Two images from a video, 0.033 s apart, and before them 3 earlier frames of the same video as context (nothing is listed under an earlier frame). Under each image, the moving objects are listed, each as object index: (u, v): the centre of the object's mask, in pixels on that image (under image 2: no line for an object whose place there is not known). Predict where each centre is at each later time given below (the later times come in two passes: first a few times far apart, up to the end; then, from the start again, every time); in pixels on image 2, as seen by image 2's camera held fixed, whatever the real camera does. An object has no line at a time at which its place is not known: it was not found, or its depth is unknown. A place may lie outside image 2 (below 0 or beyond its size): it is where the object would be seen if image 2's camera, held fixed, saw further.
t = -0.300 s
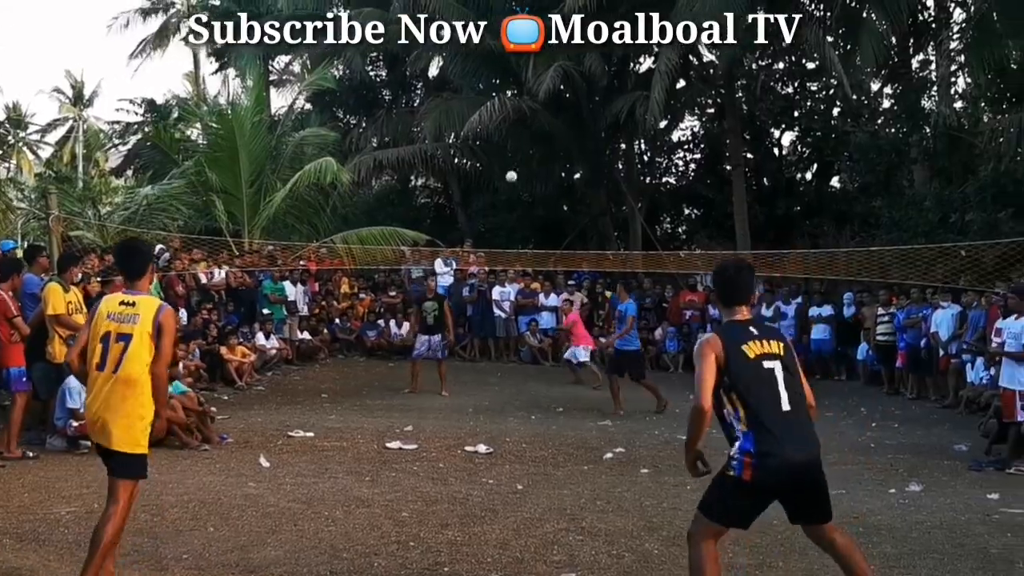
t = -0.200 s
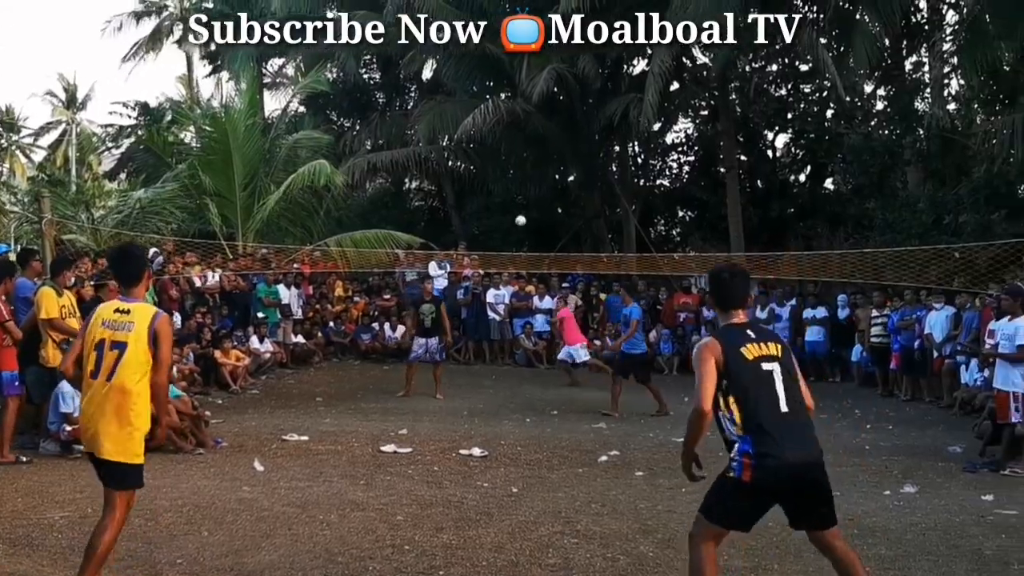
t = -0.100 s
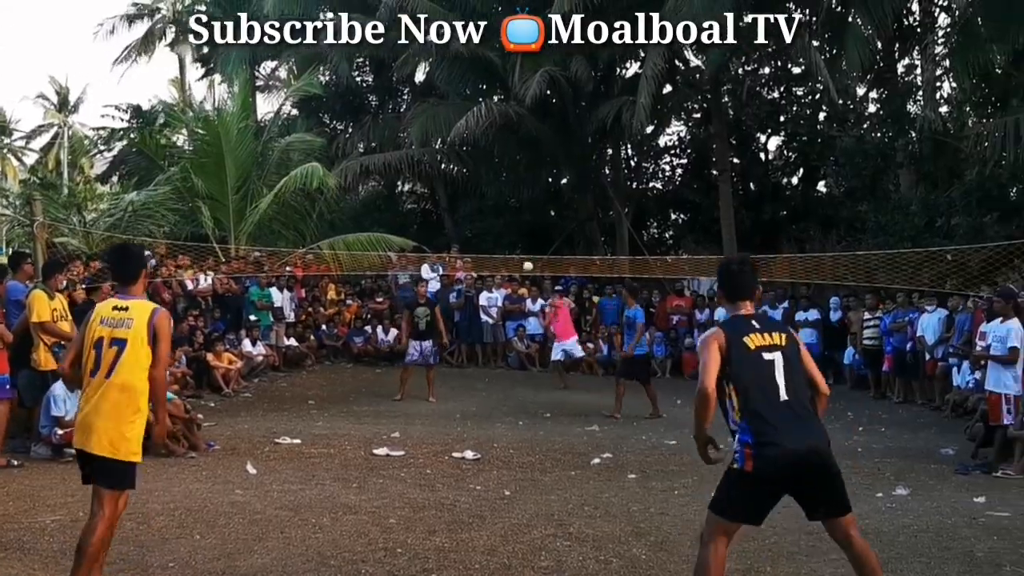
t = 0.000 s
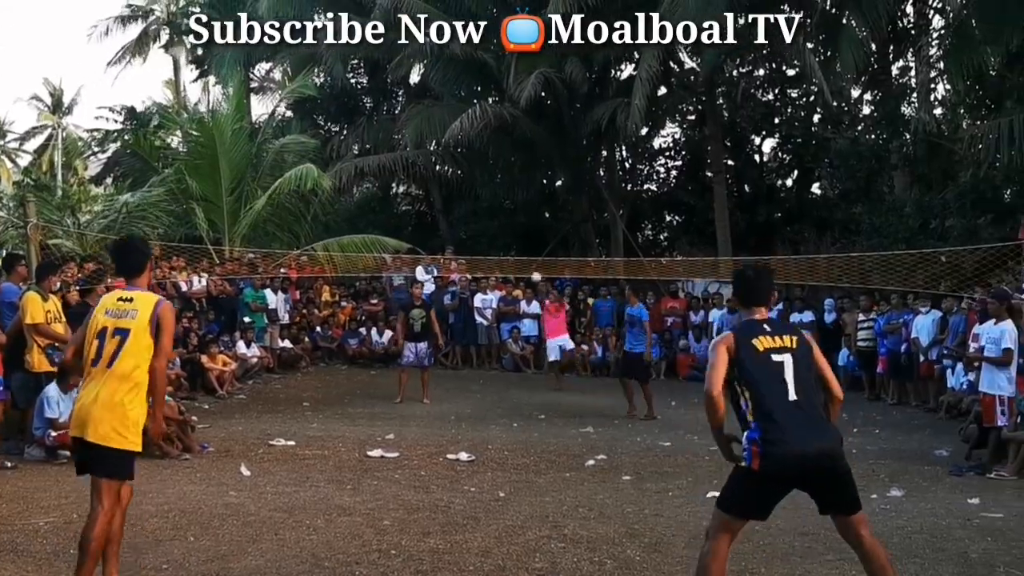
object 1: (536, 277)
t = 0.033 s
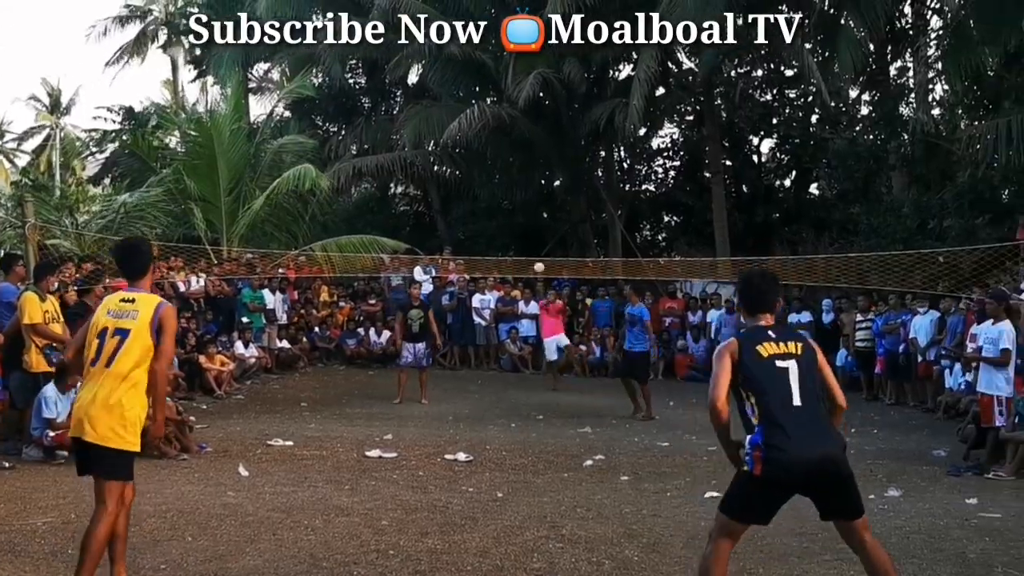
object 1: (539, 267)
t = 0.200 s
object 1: (564, 227)
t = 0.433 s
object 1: (607, 203)
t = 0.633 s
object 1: (666, 243)
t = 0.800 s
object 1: (727, 347)
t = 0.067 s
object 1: (543, 258)
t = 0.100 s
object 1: (548, 250)
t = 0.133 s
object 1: (554, 241)
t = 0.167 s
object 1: (559, 234)
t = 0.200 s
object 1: (564, 227)
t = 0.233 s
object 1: (569, 221)
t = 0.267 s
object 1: (575, 215)
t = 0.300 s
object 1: (581, 211)
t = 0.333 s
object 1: (587, 207)
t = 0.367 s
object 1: (593, 204)
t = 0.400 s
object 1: (600, 203)
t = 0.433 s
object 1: (607, 203)
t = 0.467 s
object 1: (614, 203)
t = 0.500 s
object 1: (621, 206)
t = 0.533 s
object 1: (638, 215)
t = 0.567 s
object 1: (646, 222)
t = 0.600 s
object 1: (655, 231)
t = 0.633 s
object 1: (666, 243)
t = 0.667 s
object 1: (676, 256)
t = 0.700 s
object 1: (688, 273)
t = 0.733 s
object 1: (700, 294)
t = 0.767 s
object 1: (714, 317)
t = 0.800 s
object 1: (727, 347)
